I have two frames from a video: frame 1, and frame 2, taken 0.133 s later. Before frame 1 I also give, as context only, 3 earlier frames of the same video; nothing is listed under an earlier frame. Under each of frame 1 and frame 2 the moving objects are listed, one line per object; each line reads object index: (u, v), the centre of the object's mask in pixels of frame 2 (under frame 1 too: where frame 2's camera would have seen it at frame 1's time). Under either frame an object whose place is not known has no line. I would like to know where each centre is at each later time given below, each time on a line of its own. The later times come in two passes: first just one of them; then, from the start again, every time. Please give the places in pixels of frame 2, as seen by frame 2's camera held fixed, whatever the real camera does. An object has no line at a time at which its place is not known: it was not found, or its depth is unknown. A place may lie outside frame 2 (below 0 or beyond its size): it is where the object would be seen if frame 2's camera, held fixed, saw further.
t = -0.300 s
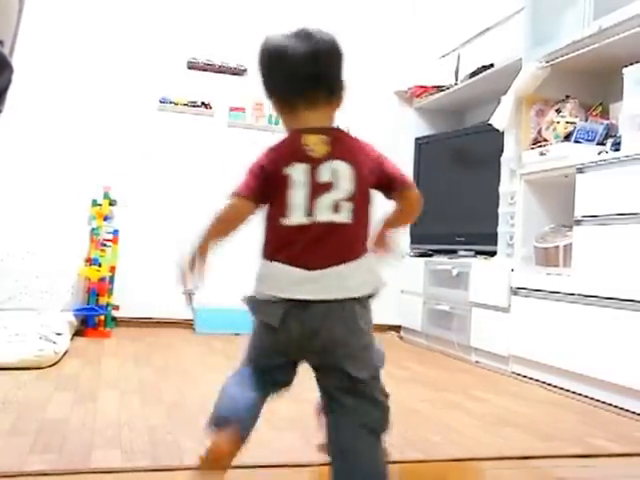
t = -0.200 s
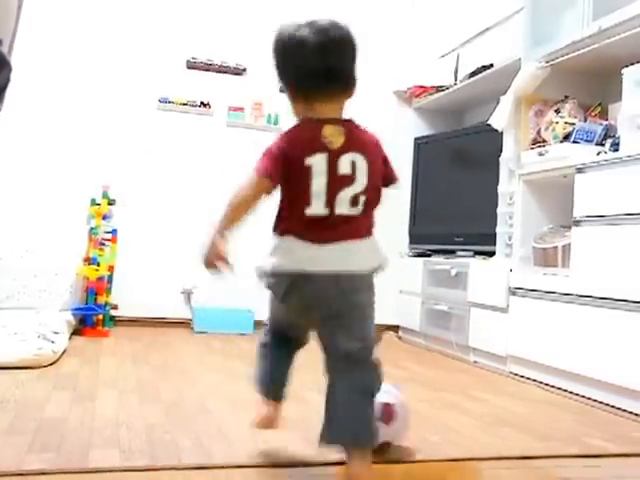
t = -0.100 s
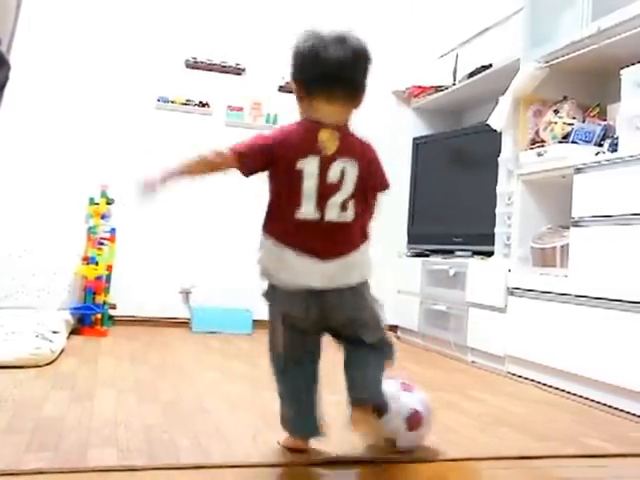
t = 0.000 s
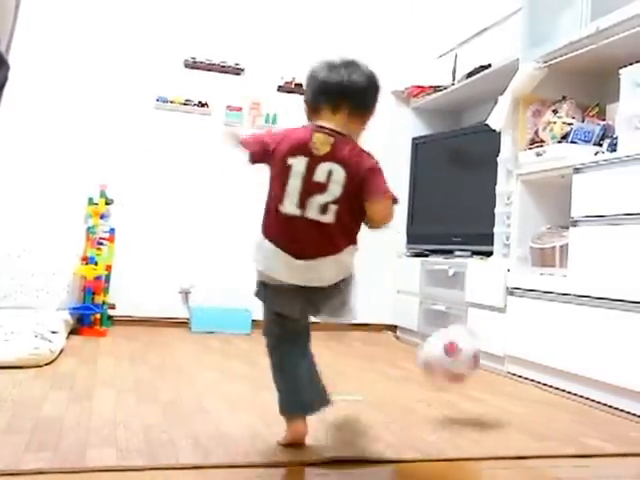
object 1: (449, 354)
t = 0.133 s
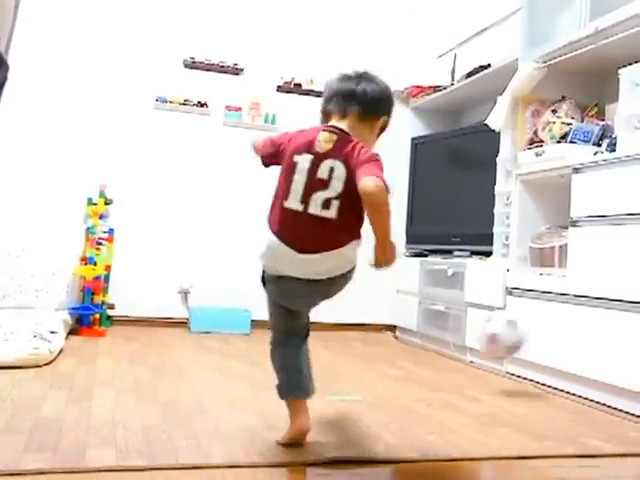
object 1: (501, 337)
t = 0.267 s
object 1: (490, 356)
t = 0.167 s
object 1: (511, 339)
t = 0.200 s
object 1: (525, 350)
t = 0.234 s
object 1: (519, 356)
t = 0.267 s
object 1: (490, 356)
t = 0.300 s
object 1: (473, 355)
